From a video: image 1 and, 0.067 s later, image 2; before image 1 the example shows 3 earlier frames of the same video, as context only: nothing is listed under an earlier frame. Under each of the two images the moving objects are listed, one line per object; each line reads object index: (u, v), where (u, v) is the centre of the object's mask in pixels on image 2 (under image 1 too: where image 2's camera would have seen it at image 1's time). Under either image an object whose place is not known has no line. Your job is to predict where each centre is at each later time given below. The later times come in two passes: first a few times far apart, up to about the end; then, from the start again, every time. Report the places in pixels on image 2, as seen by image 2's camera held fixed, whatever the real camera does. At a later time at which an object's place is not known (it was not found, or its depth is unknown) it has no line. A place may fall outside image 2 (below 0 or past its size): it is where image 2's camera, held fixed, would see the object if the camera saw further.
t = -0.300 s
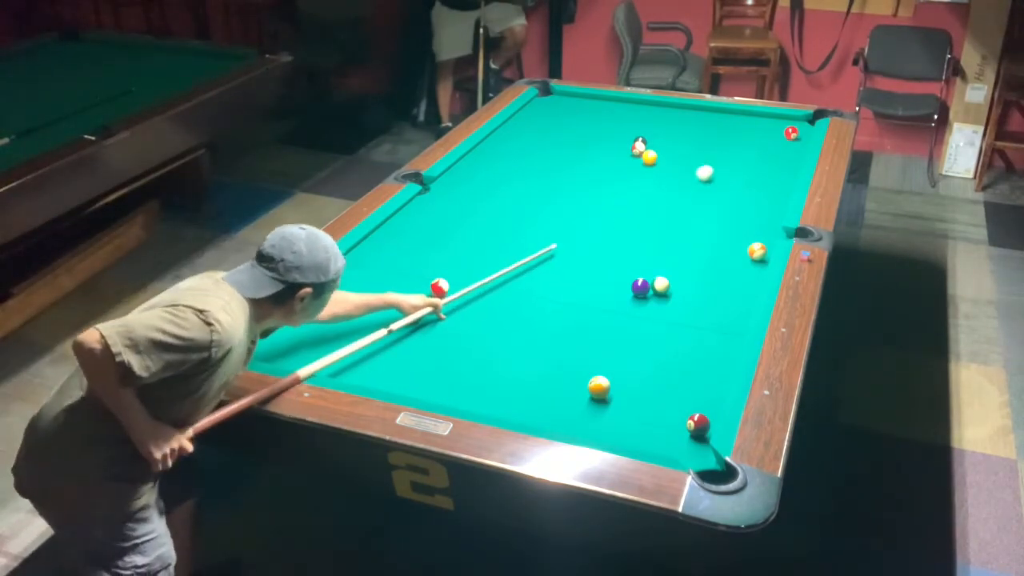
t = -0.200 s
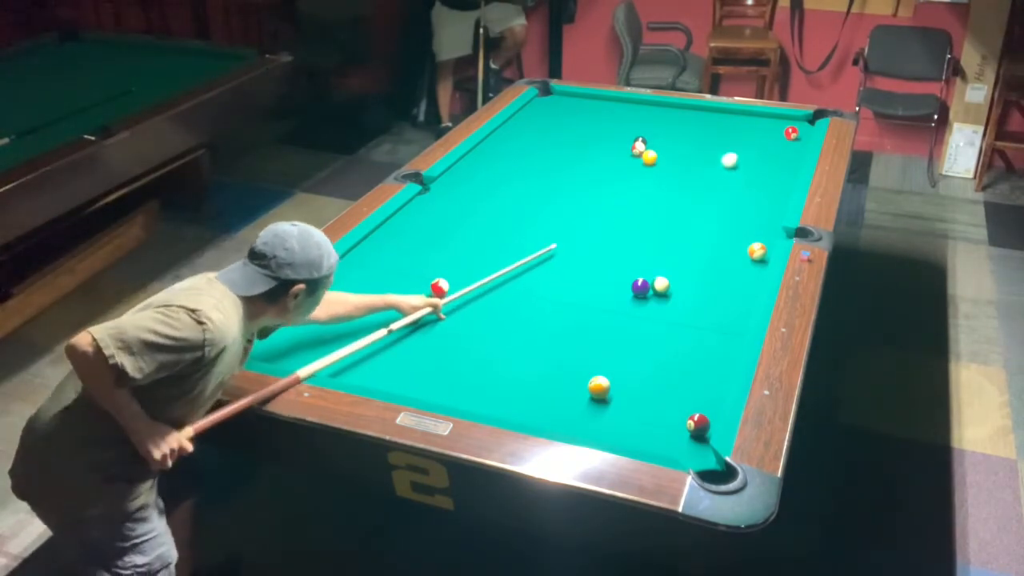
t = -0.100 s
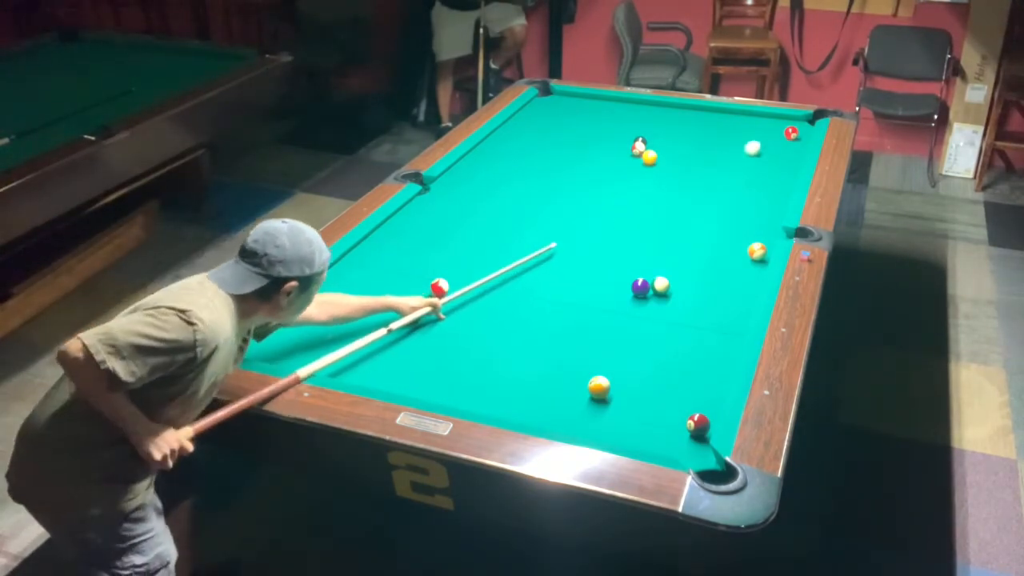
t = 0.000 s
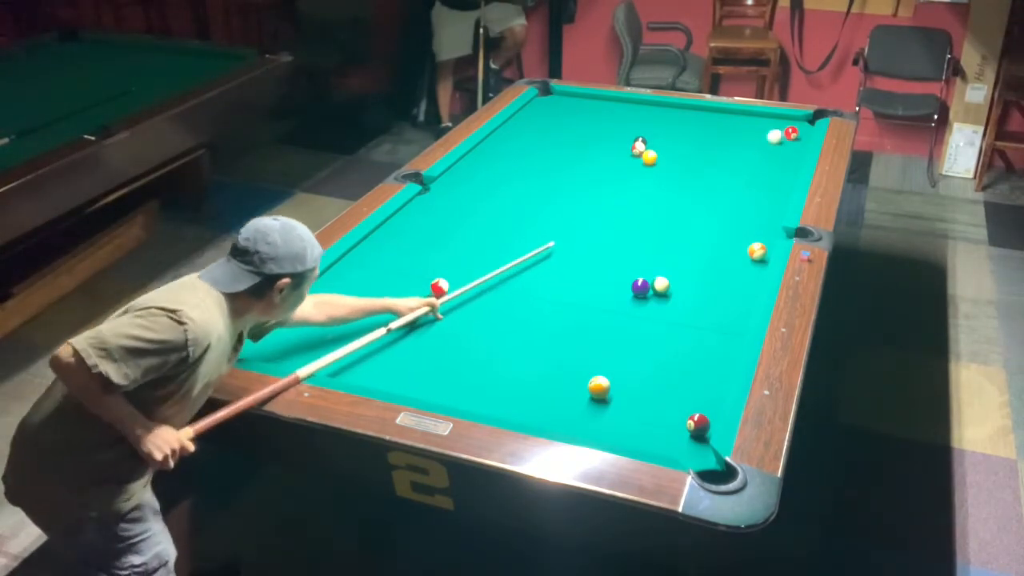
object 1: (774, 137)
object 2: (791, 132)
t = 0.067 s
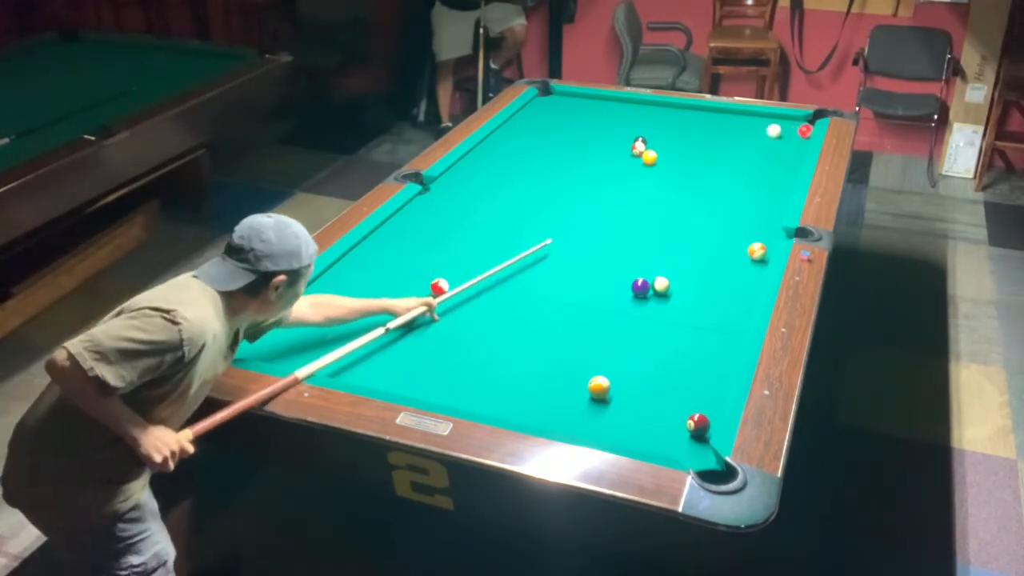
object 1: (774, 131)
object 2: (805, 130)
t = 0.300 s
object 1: (763, 114)
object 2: (776, 122)
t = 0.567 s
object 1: (719, 119)
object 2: (744, 114)
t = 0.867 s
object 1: (671, 123)
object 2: (709, 111)
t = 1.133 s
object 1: (629, 126)
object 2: (680, 111)
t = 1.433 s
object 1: (583, 131)
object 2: (648, 111)
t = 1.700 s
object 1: (543, 134)
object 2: (622, 111)
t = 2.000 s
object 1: (499, 138)
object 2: (594, 111)
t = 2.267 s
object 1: (496, 148)
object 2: (570, 111)
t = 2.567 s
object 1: (505, 161)
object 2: (545, 111)
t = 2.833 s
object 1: (514, 173)
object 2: (525, 111)
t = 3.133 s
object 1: (524, 187)
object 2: (531, 114)
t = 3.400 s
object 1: (532, 200)
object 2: (539, 117)
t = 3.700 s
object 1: (542, 214)
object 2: (548, 120)
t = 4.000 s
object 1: (552, 228)
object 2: (556, 123)
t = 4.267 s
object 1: (561, 241)
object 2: (562, 124)
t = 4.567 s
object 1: (571, 255)
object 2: (568, 126)
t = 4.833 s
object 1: (580, 266)
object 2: (572, 128)
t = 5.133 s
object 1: (591, 280)
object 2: (576, 129)
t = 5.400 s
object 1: (600, 291)
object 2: (579, 130)
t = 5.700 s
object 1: (610, 303)
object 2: (580, 130)
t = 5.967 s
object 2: (581, 130)
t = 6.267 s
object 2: (581, 130)
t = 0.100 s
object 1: (771, 129)
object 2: (803, 129)
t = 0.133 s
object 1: (769, 126)
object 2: (798, 128)
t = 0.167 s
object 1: (767, 124)
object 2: (793, 127)
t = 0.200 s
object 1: (766, 121)
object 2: (789, 126)
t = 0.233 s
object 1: (765, 119)
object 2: (785, 125)
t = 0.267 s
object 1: (764, 116)
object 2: (781, 123)
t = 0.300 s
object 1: (763, 114)
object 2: (776, 122)
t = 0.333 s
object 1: (757, 115)
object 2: (772, 121)
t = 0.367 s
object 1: (751, 116)
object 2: (768, 120)
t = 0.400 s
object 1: (746, 116)
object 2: (764, 119)
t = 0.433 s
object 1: (740, 117)
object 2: (760, 118)
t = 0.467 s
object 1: (735, 117)
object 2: (756, 117)
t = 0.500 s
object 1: (730, 118)
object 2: (752, 116)
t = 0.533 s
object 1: (724, 118)
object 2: (748, 115)
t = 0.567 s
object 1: (719, 119)
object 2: (744, 114)
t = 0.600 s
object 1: (714, 119)
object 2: (740, 113)
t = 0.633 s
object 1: (708, 120)
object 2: (737, 112)
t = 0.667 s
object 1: (703, 120)
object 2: (733, 111)
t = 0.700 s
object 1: (698, 121)
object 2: (729, 111)
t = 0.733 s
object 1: (692, 121)
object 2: (725, 111)
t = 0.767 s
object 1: (687, 122)
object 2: (721, 111)
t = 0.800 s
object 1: (682, 122)
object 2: (717, 111)
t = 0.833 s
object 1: (677, 122)
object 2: (713, 111)
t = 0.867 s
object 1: (671, 123)
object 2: (709, 111)
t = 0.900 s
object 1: (666, 123)
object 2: (706, 111)
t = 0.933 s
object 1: (661, 124)
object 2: (702, 111)
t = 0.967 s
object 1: (656, 124)
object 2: (698, 111)
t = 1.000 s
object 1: (650, 125)
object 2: (695, 111)
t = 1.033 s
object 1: (645, 125)
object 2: (691, 111)
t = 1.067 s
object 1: (640, 126)
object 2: (687, 111)
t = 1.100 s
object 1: (634, 126)
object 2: (684, 111)
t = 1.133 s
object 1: (629, 126)
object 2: (680, 111)
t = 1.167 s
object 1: (624, 127)
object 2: (676, 111)
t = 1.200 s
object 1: (619, 127)
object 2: (673, 111)
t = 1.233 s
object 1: (614, 128)
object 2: (669, 111)
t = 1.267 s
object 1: (609, 129)
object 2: (666, 111)
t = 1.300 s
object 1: (604, 129)
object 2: (662, 111)
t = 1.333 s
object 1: (599, 130)
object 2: (659, 111)
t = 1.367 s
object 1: (593, 130)
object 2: (655, 111)
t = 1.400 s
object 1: (588, 130)
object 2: (652, 111)
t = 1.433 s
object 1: (583, 131)
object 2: (648, 111)
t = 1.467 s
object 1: (578, 131)
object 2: (645, 111)
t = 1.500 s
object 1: (573, 132)
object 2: (642, 111)
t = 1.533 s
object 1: (568, 132)
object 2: (638, 111)
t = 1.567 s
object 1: (563, 132)
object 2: (635, 111)
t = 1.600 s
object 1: (558, 133)
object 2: (632, 111)
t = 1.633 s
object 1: (553, 133)
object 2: (628, 111)
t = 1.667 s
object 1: (548, 134)
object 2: (625, 111)
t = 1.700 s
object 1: (543, 134)
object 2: (622, 111)
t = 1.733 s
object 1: (538, 135)
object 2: (618, 111)
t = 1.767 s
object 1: (533, 135)
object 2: (615, 111)
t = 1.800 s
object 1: (528, 135)
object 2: (612, 111)
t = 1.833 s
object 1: (523, 136)
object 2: (609, 111)
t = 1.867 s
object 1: (518, 136)
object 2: (606, 111)
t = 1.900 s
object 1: (513, 137)
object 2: (603, 111)
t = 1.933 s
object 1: (508, 137)
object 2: (599, 111)
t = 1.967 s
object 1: (503, 138)
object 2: (597, 111)
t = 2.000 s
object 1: (499, 138)
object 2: (594, 111)
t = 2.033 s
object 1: (494, 138)
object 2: (590, 111)
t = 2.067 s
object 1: (489, 139)
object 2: (587, 111)
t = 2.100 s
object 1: (490, 141)
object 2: (585, 111)
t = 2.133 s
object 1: (491, 142)
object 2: (581, 111)
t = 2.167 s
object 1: (492, 143)
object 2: (579, 111)
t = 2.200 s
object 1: (493, 145)
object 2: (576, 111)
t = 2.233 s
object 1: (494, 146)
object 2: (573, 111)
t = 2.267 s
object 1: (496, 148)
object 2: (570, 111)
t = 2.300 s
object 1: (496, 149)
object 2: (567, 111)
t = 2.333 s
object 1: (498, 151)
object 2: (564, 111)
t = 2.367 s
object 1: (498, 152)
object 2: (561, 111)
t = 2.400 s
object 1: (500, 154)
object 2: (558, 111)
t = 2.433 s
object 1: (501, 155)
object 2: (556, 111)
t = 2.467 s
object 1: (502, 156)
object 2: (553, 111)
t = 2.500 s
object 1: (503, 158)
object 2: (550, 111)
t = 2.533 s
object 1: (504, 160)
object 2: (548, 111)
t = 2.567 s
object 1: (505, 161)
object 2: (545, 111)
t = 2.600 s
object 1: (506, 163)
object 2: (542, 111)
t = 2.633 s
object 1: (507, 164)
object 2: (540, 111)
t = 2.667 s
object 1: (508, 166)
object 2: (537, 111)
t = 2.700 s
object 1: (509, 167)
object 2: (535, 111)
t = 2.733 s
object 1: (510, 168)
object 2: (532, 111)
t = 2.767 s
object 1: (511, 170)
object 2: (530, 111)
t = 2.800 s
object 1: (512, 172)
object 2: (527, 111)
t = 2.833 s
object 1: (514, 173)
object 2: (525, 111)
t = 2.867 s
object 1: (515, 175)
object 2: (523, 111)
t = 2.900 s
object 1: (516, 176)
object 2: (524, 111)
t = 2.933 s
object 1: (517, 178)
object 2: (525, 112)
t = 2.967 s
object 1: (518, 180)
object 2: (526, 112)
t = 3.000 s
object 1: (519, 181)
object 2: (526, 112)
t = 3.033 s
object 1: (520, 182)
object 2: (528, 113)
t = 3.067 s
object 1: (521, 184)
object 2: (529, 113)
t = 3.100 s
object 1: (522, 186)
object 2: (530, 114)
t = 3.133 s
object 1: (524, 187)
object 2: (531, 114)
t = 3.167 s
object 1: (525, 189)
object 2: (532, 114)
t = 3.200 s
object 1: (526, 190)
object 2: (533, 115)
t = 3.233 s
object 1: (527, 192)
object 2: (534, 115)
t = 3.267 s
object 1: (528, 193)
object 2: (535, 116)
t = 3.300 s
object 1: (529, 195)
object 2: (536, 116)
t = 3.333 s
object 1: (530, 196)
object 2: (537, 116)
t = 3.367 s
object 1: (531, 198)
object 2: (539, 117)
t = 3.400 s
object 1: (532, 200)
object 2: (539, 117)
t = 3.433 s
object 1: (534, 201)
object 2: (540, 117)
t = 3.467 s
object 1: (535, 203)
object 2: (541, 118)
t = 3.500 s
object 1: (536, 204)
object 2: (542, 118)
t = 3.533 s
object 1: (537, 206)
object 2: (543, 118)
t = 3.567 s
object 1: (538, 207)
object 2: (544, 119)
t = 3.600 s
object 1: (539, 209)
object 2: (545, 119)
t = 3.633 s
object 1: (540, 211)
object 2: (546, 119)
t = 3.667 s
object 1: (541, 212)
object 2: (547, 119)
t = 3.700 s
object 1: (542, 214)
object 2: (548, 120)
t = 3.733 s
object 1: (544, 215)
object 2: (549, 120)
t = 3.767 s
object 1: (545, 217)
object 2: (549, 120)
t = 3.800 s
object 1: (546, 218)
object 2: (550, 121)
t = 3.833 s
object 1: (547, 220)
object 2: (551, 121)
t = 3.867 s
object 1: (548, 222)
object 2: (552, 121)
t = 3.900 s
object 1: (549, 223)
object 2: (553, 122)
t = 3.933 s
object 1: (550, 225)
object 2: (554, 122)
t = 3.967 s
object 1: (551, 226)
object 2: (555, 122)
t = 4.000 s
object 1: (552, 228)
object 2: (556, 123)
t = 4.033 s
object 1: (553, 230)
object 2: (556, 123)
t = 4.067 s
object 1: (555, 231)
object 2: (557, 123)
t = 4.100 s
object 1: (556, 232)
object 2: (558, 123)
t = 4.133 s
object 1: (557, 234)
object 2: (559, 124)
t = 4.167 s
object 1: (558, 236)
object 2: (559, 124)
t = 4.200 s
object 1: (559, 237)
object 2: (560, 124)
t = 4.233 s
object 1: (560, 239)
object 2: (561, 124)
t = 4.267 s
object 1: (561, 241)
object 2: (562, 124)
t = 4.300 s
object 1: (562, 242)
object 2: (562, 125)
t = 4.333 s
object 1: (563, 244)
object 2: (563, 125)
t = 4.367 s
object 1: (564, 245)
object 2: (564, 125)
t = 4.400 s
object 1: (566, 247)
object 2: (564, 125)
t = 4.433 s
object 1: (567, 248)
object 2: (565, 126)
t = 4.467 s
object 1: (568, 250)
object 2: (566, 126)
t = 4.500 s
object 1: (569, 252)
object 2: (566, 126)
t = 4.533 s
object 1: (570, 253)
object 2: (567, 126)
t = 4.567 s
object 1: (571, 255)
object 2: (568, 126)
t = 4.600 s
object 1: (572, 256)
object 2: (568, 127)
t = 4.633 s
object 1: (573, 257)
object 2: (569, 127)
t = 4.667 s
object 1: (575, 259)
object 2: (569, 127)
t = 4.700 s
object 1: (576, 260)
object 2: (570, 127)
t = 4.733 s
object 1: (577, 262)
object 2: (570, 127)
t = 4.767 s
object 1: (578, 263)
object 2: (571, 128)
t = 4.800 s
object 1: (579, 265)
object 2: (572, 128)
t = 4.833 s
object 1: (580, 266)
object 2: (572, 128)
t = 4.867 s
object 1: (581, 268)
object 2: (573, 128)
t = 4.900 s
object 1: (582, 270)
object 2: (573, 128)
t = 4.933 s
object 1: (584, 271)
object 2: (574, 128)
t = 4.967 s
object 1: (585, 272)
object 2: (574, 128)
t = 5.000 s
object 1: (586, 274)
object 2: (575, 128)
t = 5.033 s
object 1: (587, 275)
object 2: (575, 128)
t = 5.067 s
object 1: (589, 277)
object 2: (576, 129)
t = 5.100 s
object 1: (590, 278)
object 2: (576, 129)
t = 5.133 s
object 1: (591, 280)
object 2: (576, 129)
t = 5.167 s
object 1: (592, 281)
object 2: (577, 129)
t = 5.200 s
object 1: (593, 282)
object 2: (577, 129)
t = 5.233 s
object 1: (594, 284)
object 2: (577, 129)
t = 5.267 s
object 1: (596, 285)
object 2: (578, 129)
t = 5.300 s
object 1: (597, 287)
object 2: (578, 129)
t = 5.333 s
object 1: (598, 288)
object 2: (578, 129)
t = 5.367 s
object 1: (599, 289)
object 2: (578, 129)
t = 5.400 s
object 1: (600, 291)
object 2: (579, 130)
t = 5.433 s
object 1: (601, 292)
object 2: (579, 130)
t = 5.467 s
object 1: (602, 294)
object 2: (579, 130)
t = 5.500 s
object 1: (603, 295)
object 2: (579, 130)
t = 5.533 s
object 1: (604, 296)
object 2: (580, 130)
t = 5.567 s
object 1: (606, 297)
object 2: (580, 130)
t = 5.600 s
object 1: (607, 299)
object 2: (580, 130)
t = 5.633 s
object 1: (608, 300)
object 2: (580, 130)
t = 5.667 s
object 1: (609, 301)
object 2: (580, 130)
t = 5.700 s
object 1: (610, 303)
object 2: (580, 130)
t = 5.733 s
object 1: (611, 304)
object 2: (581, 130)
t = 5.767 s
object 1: (612, 305)
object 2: (581, 130)
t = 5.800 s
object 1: (613, 307)
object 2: (581, 130)
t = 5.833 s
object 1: (614, 308)
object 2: (581, 130)
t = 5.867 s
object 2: (581, 130)
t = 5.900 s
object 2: (581, 130)
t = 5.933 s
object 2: (581, 130)
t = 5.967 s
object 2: (581, 130)
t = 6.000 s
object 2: (581, 130)
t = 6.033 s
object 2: (581, 130)
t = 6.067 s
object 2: (581, 130)
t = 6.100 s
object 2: (581, 130)
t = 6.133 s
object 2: (581, 130)
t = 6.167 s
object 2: (581, 130)
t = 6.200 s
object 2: (581, 130)
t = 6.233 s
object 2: (581, 130)
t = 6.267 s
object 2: (581, 130)
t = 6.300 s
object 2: (581, 130)
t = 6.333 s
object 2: (581, 130)
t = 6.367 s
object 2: (581, 130)
